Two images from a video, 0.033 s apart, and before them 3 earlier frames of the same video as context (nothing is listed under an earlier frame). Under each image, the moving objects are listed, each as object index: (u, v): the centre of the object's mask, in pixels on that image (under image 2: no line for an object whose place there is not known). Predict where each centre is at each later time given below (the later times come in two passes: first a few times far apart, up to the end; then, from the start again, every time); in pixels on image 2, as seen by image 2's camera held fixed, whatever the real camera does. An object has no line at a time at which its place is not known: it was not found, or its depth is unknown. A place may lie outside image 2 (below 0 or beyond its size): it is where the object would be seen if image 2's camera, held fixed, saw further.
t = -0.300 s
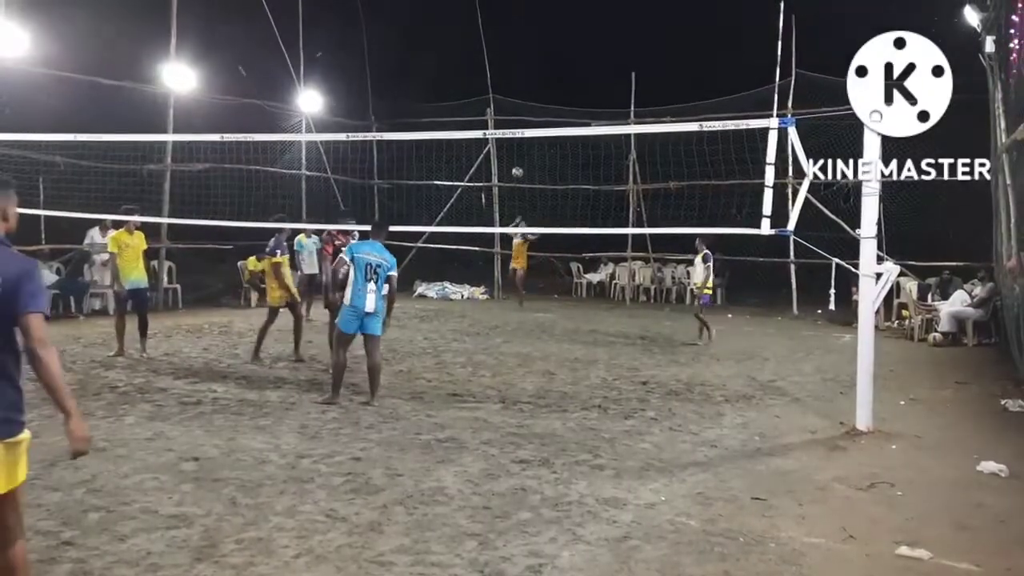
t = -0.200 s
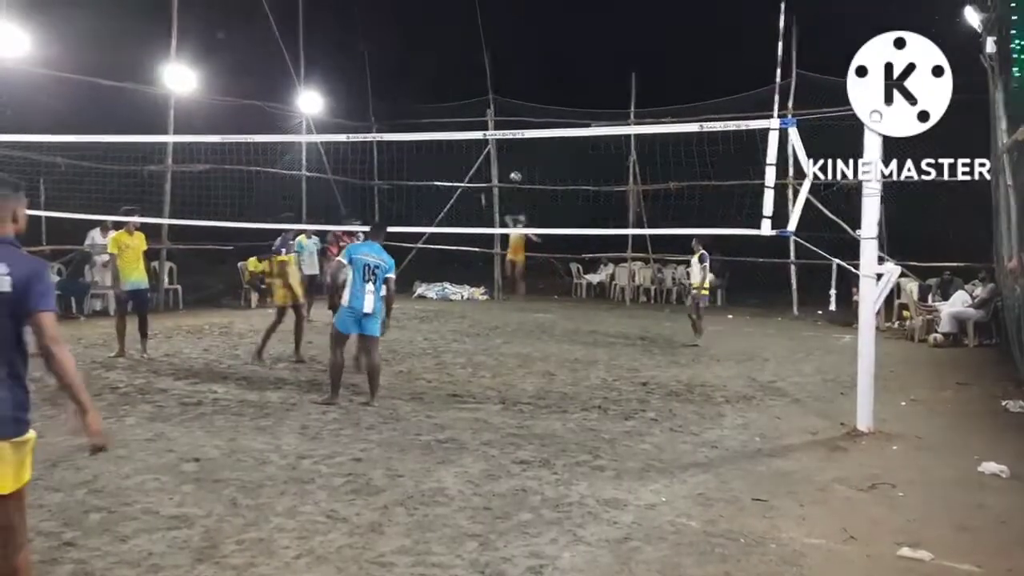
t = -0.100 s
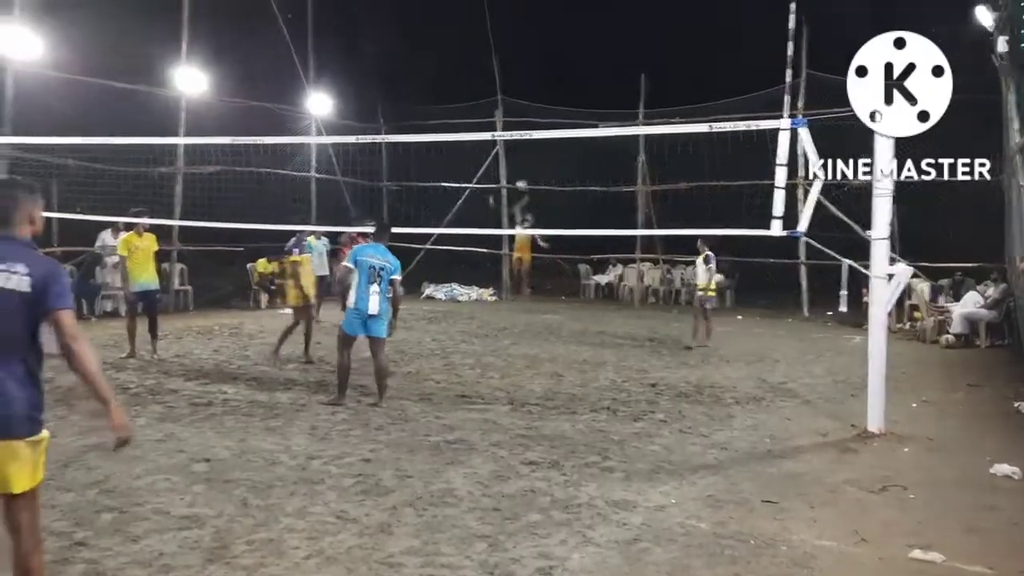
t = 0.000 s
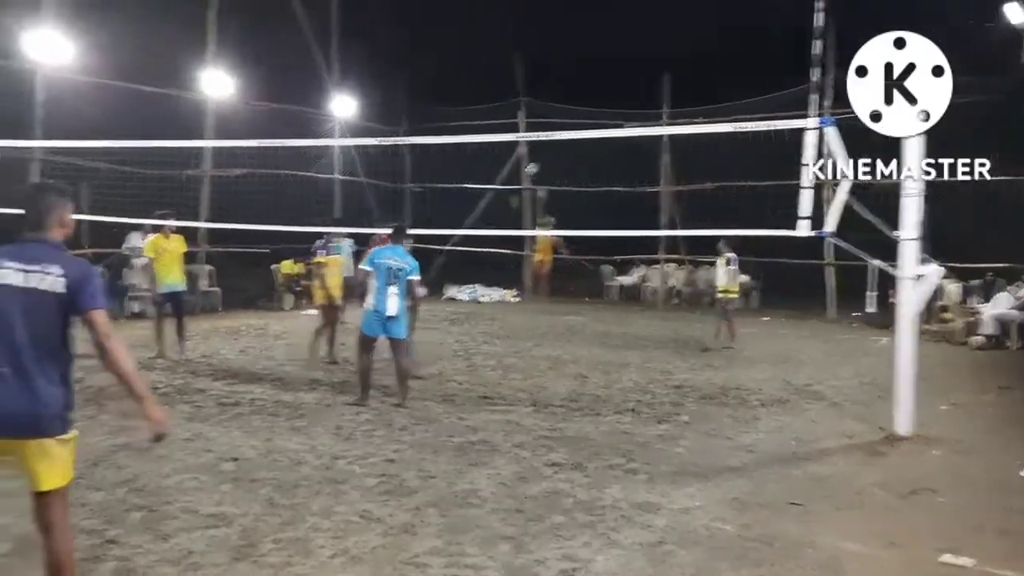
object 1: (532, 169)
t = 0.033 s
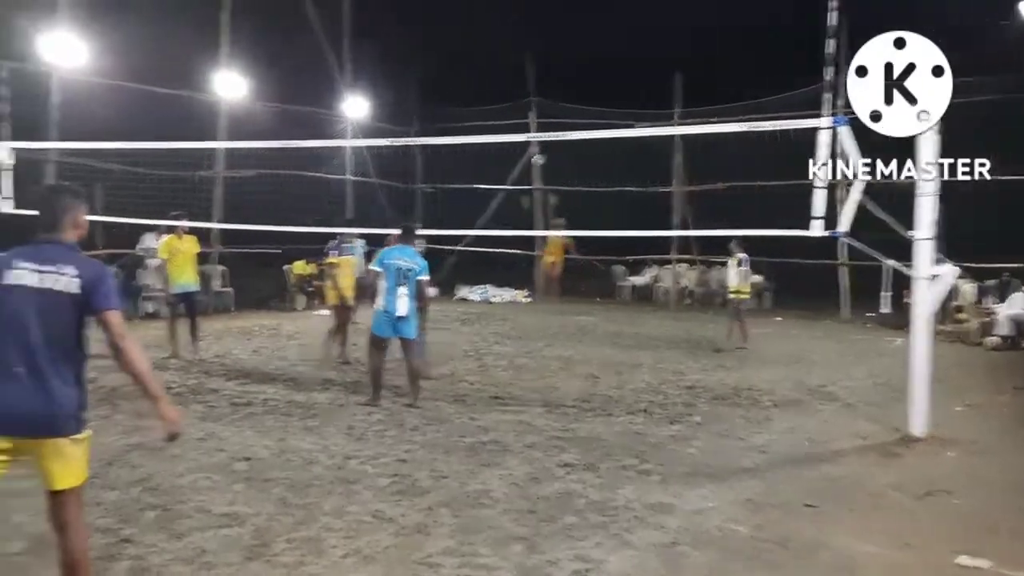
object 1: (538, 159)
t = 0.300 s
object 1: (490, 92)
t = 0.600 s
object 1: (414, 46)
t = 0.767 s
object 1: (352, 42)
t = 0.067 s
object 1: (530, 150)
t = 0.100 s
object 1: (526, 143)
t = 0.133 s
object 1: (522, 130)
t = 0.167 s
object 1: (516, 123)
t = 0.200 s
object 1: (510, 115)
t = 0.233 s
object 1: (503, 107)
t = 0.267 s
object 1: (497, 99)
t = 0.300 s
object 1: (490, 92)
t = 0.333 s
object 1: (483, 85)
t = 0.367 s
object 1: (476, 78)
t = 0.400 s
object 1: (469, 72)
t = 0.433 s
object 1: (461, 67)
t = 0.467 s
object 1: (452, 62)
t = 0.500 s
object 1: (444, 57)
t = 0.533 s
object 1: (434, 53)
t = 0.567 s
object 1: (424, 49)
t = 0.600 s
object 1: (414, 46)
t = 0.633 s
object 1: (403, 44)
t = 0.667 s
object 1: (391, 42)
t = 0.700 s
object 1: (379, 41)
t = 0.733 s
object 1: (366, 41)
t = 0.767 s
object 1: (352, 42)
